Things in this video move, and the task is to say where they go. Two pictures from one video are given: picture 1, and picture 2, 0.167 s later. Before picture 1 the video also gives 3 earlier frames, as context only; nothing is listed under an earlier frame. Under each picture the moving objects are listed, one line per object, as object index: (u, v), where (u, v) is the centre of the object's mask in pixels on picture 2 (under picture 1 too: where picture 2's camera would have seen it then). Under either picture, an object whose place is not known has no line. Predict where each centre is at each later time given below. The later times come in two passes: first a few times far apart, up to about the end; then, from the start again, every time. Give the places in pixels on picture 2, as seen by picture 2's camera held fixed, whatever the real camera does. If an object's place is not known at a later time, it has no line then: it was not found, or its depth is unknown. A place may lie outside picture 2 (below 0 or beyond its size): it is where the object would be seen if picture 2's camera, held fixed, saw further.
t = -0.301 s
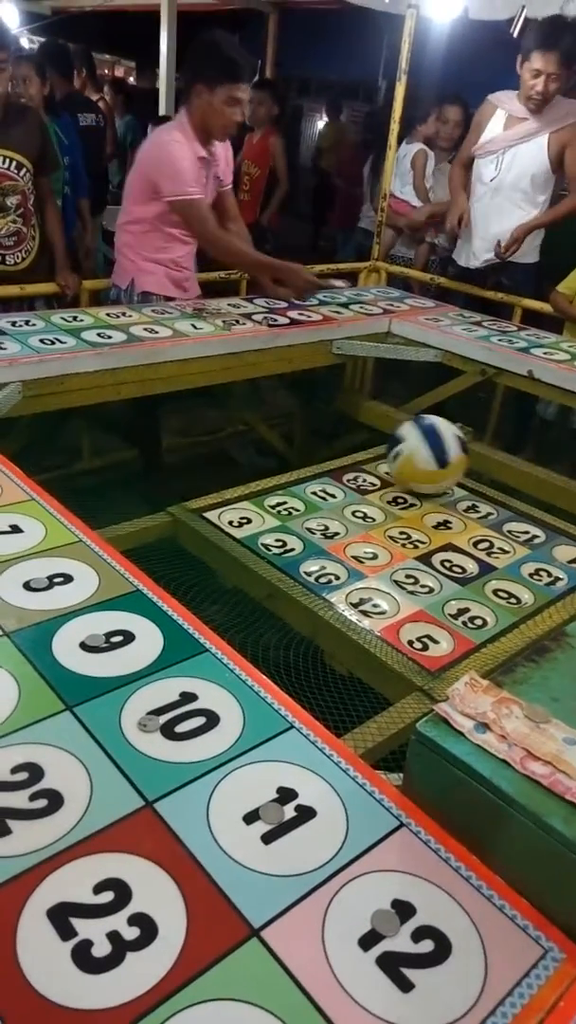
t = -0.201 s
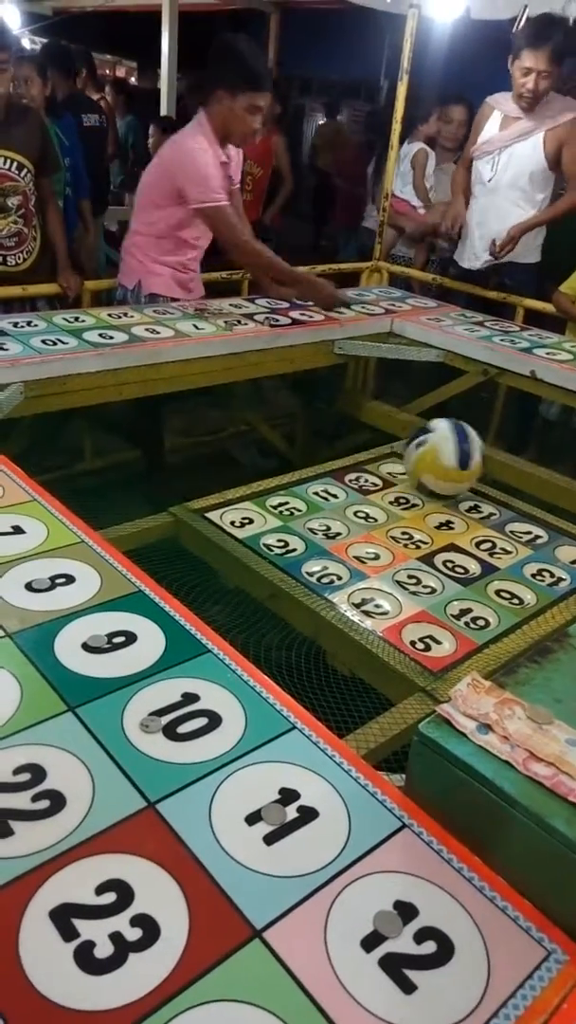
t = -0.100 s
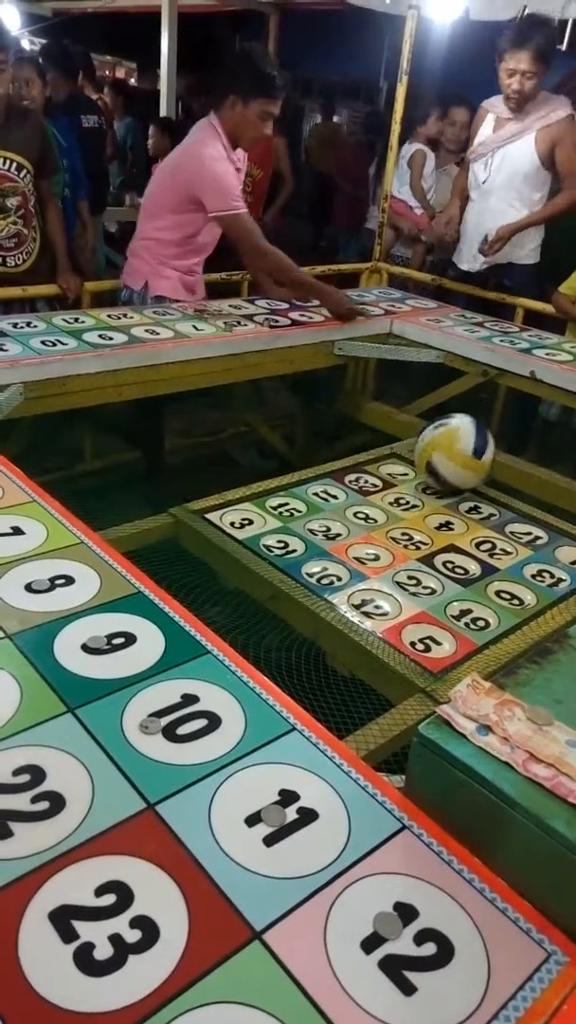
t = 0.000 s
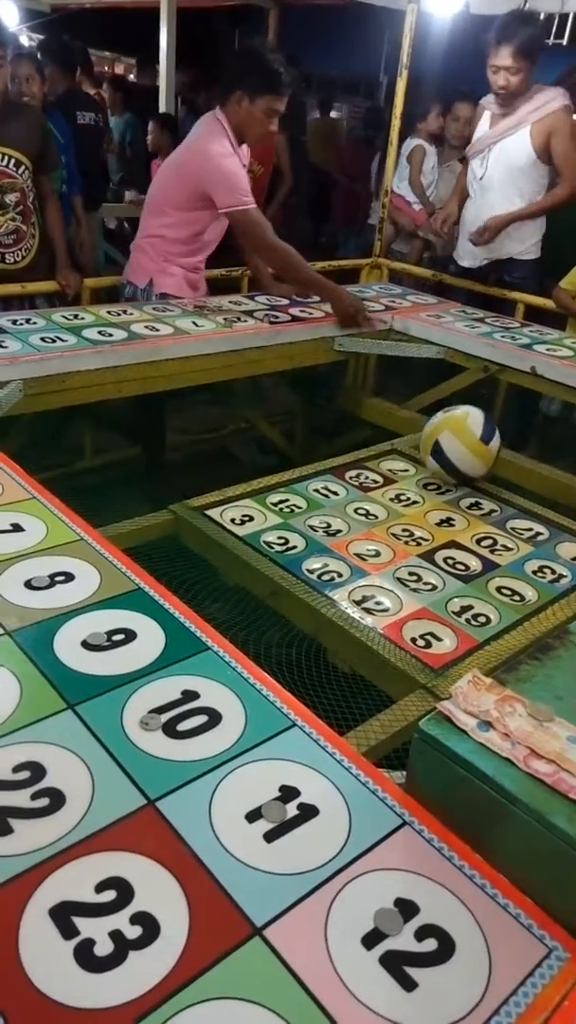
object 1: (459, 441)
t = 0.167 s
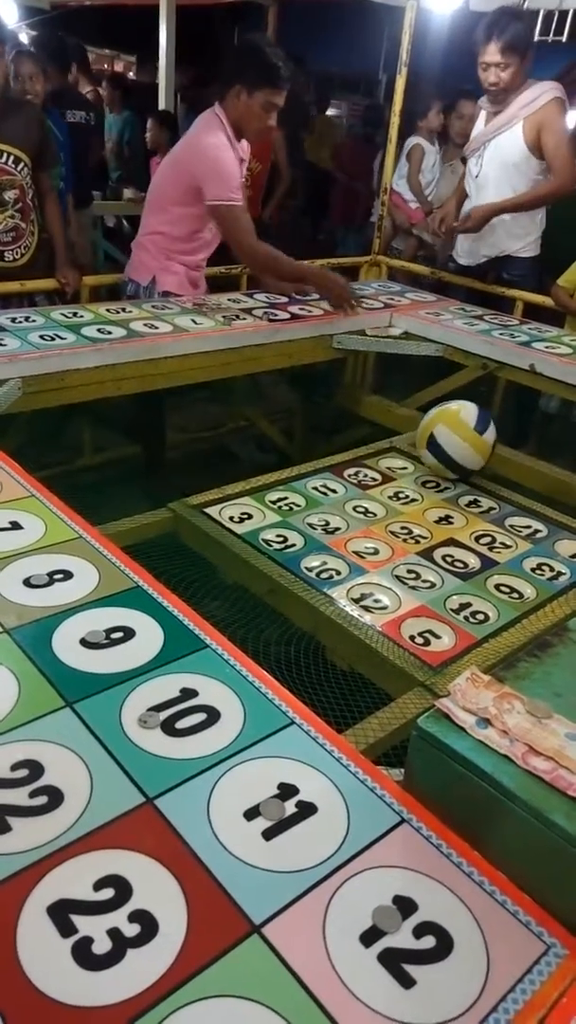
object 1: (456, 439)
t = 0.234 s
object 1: (452, 439)
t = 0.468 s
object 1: (433, 448)
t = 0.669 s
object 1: (428, 454)
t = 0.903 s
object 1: (408, 464)
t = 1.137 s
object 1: (379, 461)
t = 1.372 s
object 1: (351, 459)
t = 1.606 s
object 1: (328, 454)
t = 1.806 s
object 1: (325, 444)
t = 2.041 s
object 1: (337, 438)
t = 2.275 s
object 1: (351, 433)
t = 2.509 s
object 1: (369, 432)
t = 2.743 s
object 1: (387, 435)
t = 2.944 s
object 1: (400, 438)
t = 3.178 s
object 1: (412, 441)
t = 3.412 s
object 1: (421, 443)
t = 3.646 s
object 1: (431, 447)
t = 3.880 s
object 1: (451, 451)
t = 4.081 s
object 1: (452, 449)
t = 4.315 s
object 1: (434, 449)
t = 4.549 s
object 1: (437, 450)
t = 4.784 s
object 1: (450, 449)
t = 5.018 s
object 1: (439, 450)
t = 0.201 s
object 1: (454, 439)
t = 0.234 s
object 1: (452, 439)
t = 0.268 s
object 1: (450, 440)
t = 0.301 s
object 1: (447, 442)
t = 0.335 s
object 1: (444, 442)
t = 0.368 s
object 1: (441, 443)
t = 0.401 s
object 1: (437, 446)
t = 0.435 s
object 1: (435, 447)
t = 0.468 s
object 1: (433, 448)
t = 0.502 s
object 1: (432, 449)
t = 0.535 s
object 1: (431, 450)
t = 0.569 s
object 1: (431, 452)
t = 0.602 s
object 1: (430, 453)
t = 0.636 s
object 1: (429, 454)
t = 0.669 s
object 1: (428, 454)
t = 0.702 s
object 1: (426, 455)
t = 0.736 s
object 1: (425, 457)
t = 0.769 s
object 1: (422, 459)
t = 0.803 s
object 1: (419, 461)
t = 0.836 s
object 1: (417, 463)
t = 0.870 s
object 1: (412, 464)
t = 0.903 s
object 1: (408, 464)
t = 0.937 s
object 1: (404, 463)
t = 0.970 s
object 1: (399, 462)
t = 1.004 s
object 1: (395, 462)
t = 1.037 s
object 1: (390, 462)
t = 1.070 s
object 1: (387, 461)
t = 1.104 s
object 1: (383, 461)
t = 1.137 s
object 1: (379, 461)
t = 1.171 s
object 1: (374, 460)
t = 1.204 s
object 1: (370, 461)
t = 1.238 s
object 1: (366, 460)
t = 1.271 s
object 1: (362, 460)
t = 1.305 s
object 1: (359, 459)
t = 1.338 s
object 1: (355, 459)
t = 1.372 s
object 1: (351, 459)
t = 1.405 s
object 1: (347, 458)
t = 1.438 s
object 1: (344, 458)
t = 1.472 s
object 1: (341, 458)
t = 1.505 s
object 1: (337, 457)
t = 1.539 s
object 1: (334, 456)
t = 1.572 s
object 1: (331, 456)
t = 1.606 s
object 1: (328, 454)
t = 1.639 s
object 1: (325, 453)
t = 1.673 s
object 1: (323, 451)
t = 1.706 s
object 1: (323, 450)
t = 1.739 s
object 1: (323, 447)
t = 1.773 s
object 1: (324, 445)
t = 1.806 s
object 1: (325, 444)
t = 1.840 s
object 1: (327, 443)
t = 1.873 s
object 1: (328, 442)
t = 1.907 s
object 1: (330, 442)
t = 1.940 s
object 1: (331, 441)
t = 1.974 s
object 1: (333, 440)
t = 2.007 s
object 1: (335, 439)
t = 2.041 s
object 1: (337, 438)
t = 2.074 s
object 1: (339, 437)
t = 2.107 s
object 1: (341, 436)
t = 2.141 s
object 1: (343, 435)
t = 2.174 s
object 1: (345, 435)
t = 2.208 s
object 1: (347, 434)
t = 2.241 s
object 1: (349, 433)
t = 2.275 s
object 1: (351, 433)
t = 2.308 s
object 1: (353, 433)
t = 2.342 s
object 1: (355, 432)
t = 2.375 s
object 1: (358, 433)
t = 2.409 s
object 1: (361, 432)
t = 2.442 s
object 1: (364, 432)
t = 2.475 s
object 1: (366, 432)
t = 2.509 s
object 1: (369, 432)
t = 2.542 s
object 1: (372, 433)
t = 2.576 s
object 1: (375, 433)
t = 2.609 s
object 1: (378, 433)
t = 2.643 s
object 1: (380, 434)
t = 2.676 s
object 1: (383, 434)
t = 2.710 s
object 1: (385, 435)
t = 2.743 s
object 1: (387, 435)
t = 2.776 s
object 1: (390, 436)
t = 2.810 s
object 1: (392, 436)
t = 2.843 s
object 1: (394, 436)
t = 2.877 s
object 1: (395, 437)
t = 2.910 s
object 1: (398, 437)
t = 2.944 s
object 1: (400, 438)
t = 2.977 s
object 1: (401, 438)
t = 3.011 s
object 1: (403, 439)
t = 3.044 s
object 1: (405, 440)
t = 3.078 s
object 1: (407, 440)
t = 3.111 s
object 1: (409, 440)
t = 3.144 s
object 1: (410, 440)
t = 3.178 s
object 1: (412, 441)
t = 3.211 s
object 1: (413, 442)
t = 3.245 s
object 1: (415, 442)
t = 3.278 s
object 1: (416, 442)
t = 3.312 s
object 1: (417, 443)
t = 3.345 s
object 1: (419, 443)
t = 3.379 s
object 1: (420, 444)
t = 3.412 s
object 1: (421, 443)
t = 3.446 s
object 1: (423, 443)
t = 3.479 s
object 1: (424, 444)
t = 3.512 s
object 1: (425, 444)
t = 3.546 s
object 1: (426, 445)
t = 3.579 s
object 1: (428, 445)
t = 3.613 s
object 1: (429, 446)
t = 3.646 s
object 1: (431, 447)
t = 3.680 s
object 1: (433, 448)
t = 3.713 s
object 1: (436, 449)
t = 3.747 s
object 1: (438, 450)
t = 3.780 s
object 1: (442, 451)
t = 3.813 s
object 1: (446, 451)
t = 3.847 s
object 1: (449, 451)
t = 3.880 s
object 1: (451, 451)
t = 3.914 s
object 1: (453, 449)
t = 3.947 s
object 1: (454, 449)
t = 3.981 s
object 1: (454, 449)
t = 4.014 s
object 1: (454, 449)
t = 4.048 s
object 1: (453, 449)
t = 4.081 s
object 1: (452, 449)
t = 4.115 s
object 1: (449, 450)
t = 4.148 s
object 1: (446, 450)
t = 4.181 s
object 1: (442, 450)
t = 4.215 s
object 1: (439, 450)
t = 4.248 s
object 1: (437, 449)
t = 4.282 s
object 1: (435, 449)
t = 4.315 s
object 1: (434, 449)
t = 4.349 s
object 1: (433, 449)
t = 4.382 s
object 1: (433, 449)
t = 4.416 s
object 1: (433, 449)
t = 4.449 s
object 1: (433, 449)
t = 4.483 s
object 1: (435, 449)
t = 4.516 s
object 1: (436, 450)
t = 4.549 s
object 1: (437, 450)
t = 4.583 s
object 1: (440, 451)
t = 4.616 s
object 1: (443, 451)
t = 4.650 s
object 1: (445, 451)
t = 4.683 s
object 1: (447, 450)
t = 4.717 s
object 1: (449, 450)
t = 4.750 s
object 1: (449, 449)
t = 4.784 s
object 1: (450, 449)
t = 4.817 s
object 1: (449, 449)
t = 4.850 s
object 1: (448, 450)
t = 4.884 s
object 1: (447, 450)
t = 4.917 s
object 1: (445, 451)
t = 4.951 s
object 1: (443, 451)
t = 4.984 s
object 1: (440, 450)
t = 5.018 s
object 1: (439, 450)
